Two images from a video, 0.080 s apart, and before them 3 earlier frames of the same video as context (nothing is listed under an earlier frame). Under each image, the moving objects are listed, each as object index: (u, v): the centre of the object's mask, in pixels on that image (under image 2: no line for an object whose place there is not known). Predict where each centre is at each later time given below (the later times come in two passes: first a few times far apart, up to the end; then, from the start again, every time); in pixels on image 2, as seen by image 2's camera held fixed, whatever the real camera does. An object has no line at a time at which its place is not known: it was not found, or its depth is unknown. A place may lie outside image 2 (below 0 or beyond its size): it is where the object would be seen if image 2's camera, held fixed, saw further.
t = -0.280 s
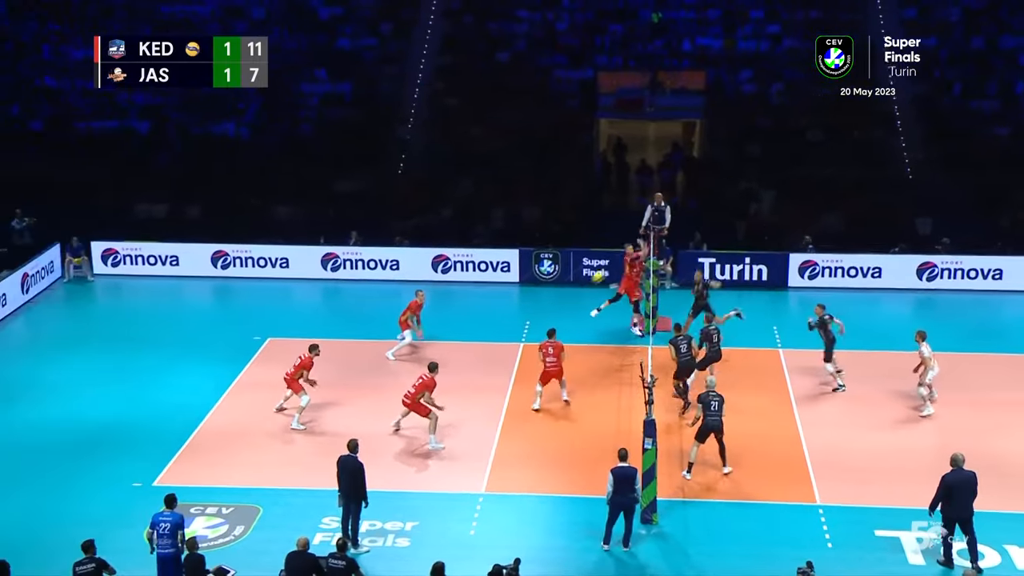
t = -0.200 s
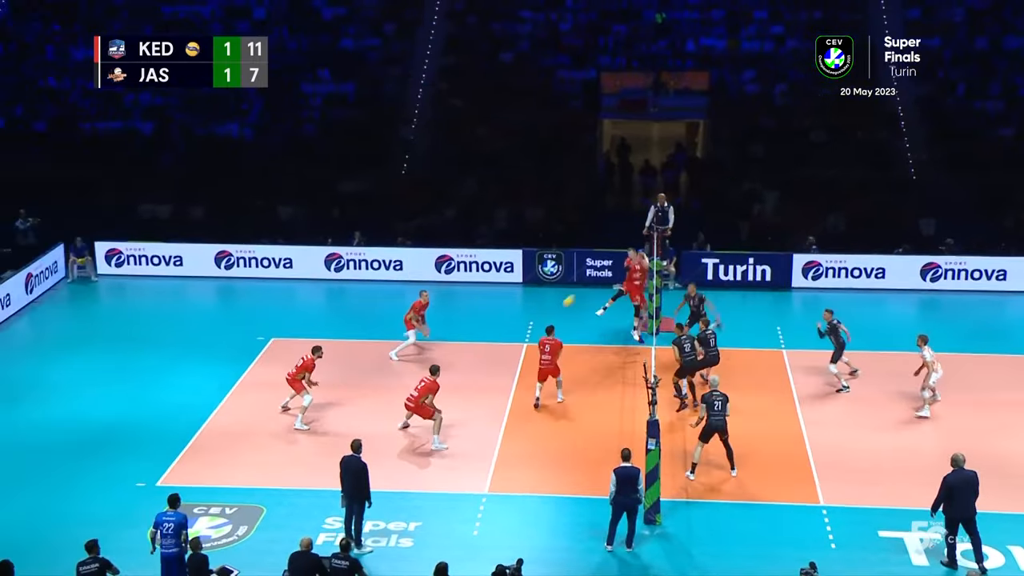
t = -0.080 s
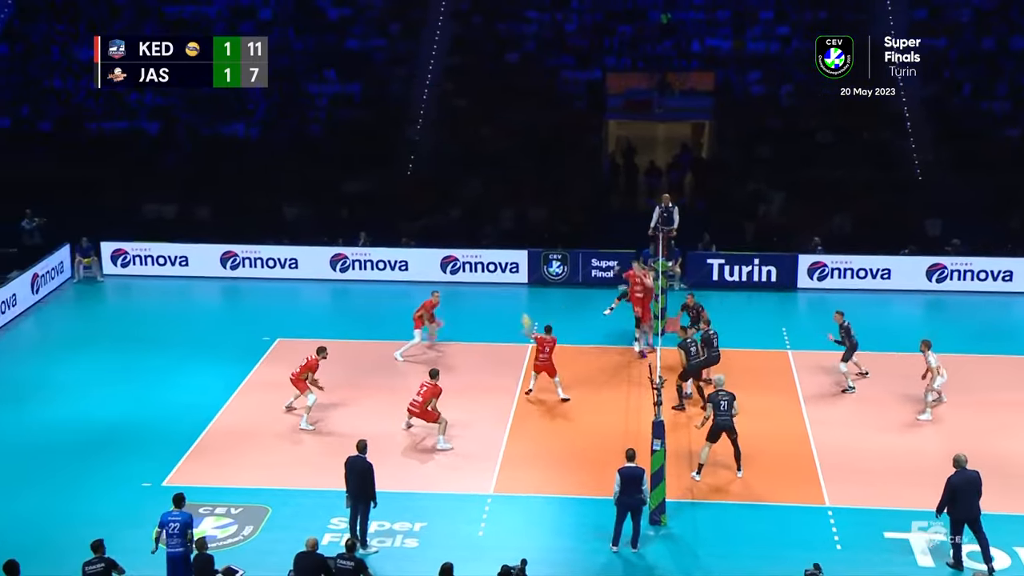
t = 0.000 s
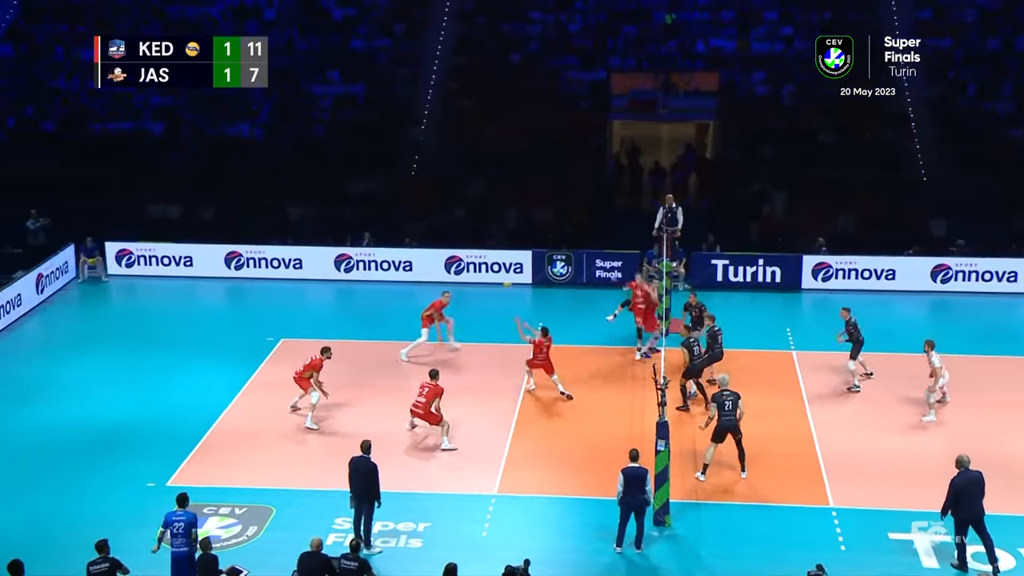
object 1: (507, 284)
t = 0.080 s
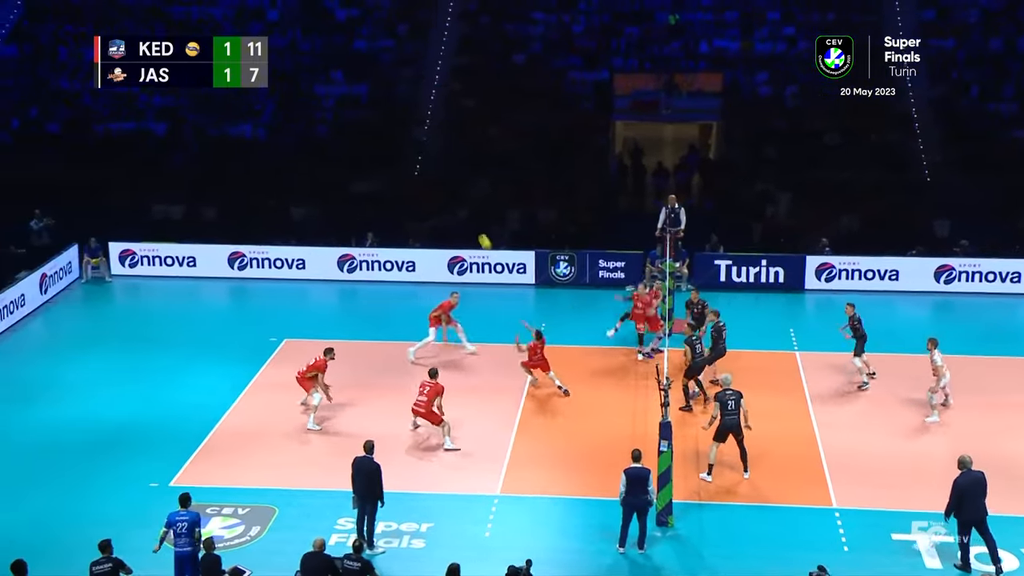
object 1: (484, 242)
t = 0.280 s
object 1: (425, 158)
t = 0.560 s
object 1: (343, 75)
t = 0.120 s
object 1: (473, 224)
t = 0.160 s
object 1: (461, 207)
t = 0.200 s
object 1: (449, 190)
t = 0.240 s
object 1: (436, 174)
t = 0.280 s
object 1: (425, 158)
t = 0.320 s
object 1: (413, 144)
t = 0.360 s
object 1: (401, 131)
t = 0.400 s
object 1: (389, 118)
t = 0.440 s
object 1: (378, 106)
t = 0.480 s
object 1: (366, 95)
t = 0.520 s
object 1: (354, 85)
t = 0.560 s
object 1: (343, 75)
